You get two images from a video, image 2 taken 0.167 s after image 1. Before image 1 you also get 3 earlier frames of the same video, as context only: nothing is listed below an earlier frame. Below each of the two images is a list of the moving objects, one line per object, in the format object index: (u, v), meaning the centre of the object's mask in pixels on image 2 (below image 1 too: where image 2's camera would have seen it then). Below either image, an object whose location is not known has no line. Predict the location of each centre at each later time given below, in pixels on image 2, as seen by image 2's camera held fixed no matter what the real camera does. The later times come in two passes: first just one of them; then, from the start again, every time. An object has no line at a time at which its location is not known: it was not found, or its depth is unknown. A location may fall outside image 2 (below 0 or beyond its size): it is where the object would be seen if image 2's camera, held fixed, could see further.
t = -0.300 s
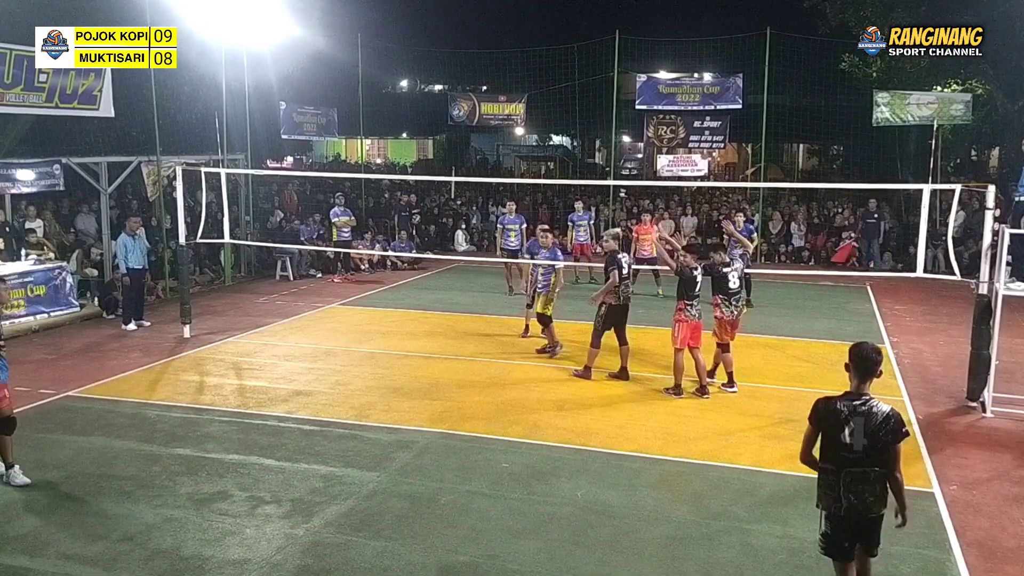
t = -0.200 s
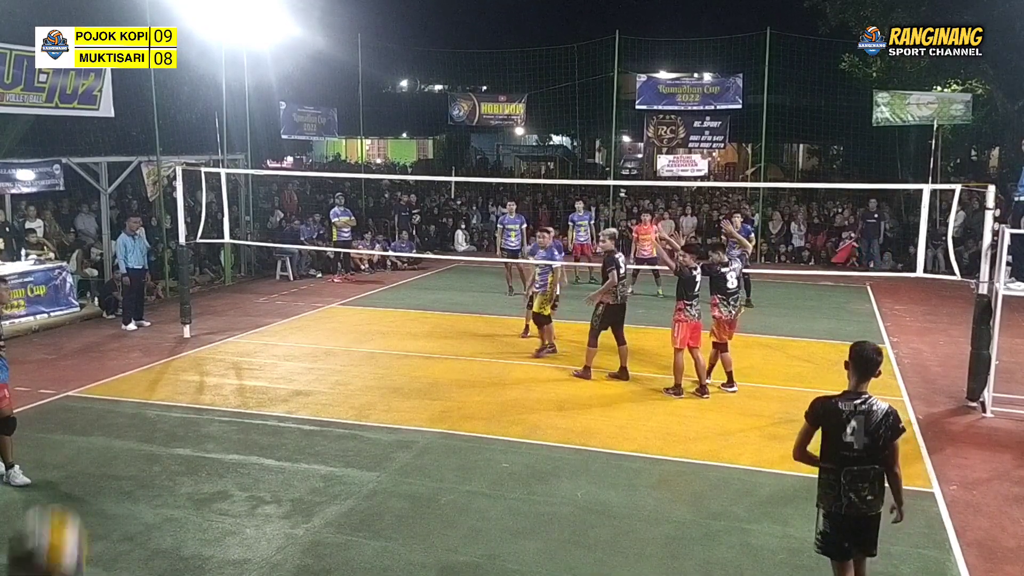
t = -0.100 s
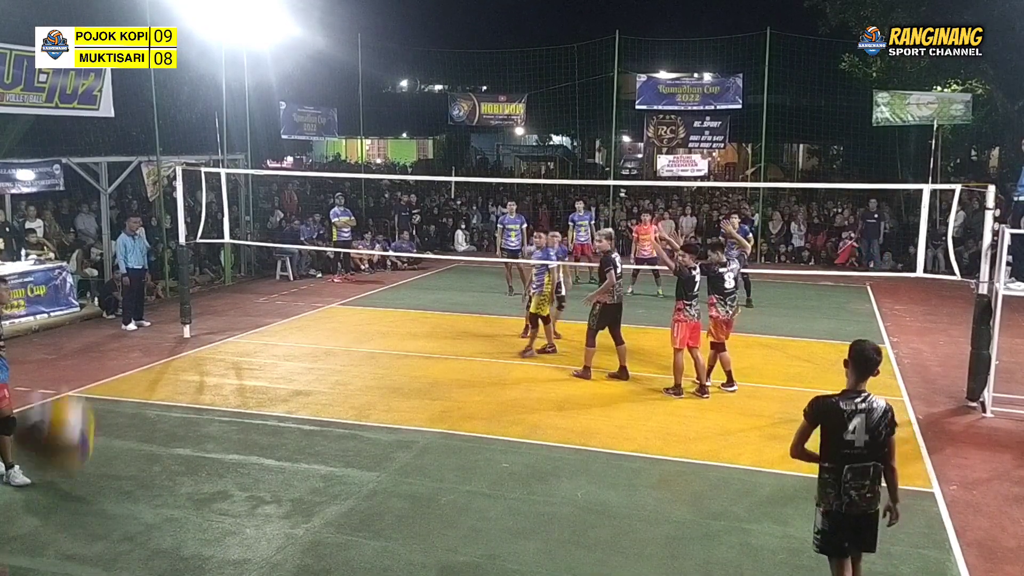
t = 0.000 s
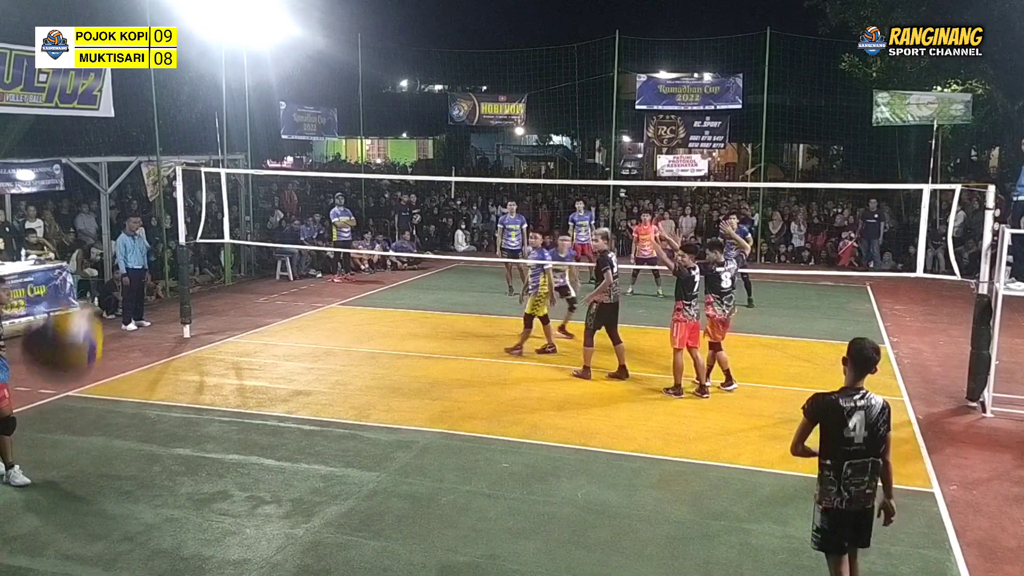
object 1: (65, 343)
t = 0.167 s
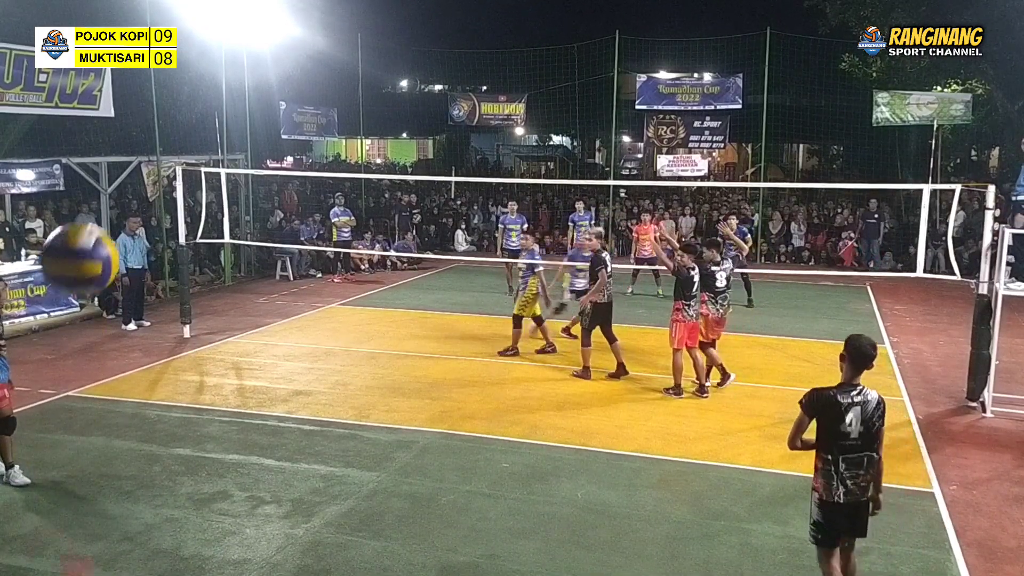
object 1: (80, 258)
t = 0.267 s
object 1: (92, 252)
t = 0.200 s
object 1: (84, 253)
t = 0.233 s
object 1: (88, 251)
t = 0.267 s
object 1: (92, 252)
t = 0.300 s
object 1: (96, 256)
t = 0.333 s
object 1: (101, 261)
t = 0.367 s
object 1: (106, 273)
